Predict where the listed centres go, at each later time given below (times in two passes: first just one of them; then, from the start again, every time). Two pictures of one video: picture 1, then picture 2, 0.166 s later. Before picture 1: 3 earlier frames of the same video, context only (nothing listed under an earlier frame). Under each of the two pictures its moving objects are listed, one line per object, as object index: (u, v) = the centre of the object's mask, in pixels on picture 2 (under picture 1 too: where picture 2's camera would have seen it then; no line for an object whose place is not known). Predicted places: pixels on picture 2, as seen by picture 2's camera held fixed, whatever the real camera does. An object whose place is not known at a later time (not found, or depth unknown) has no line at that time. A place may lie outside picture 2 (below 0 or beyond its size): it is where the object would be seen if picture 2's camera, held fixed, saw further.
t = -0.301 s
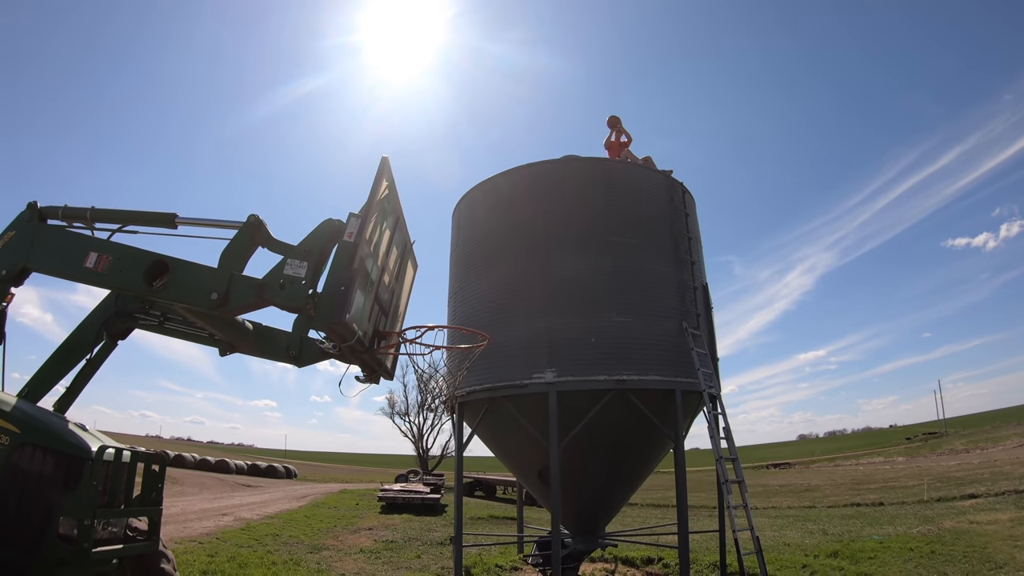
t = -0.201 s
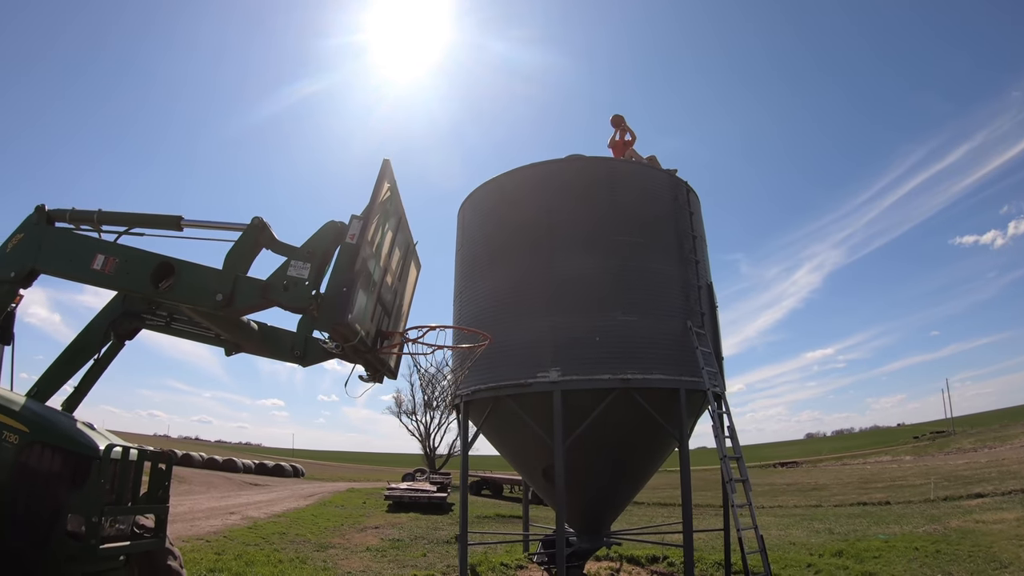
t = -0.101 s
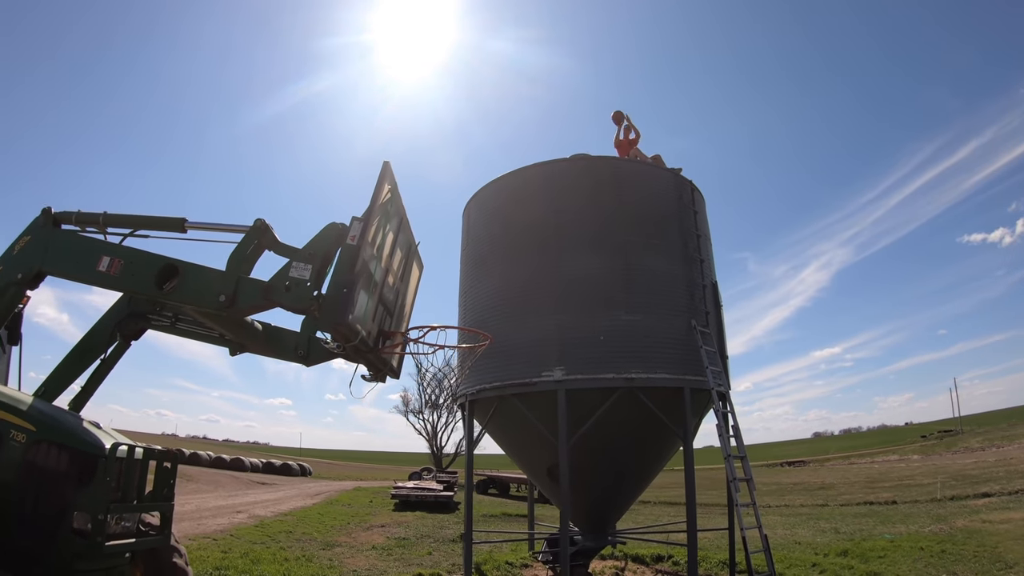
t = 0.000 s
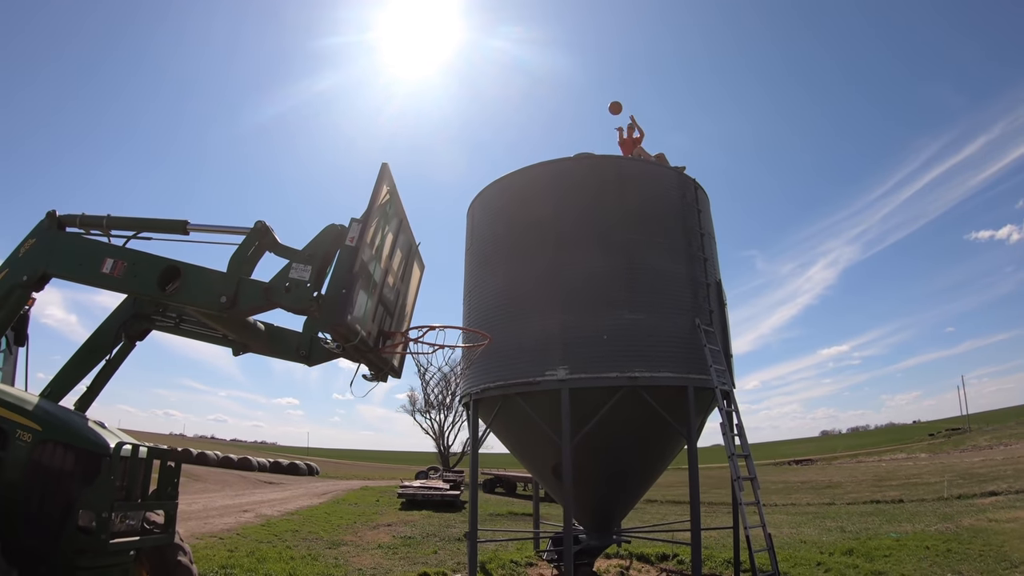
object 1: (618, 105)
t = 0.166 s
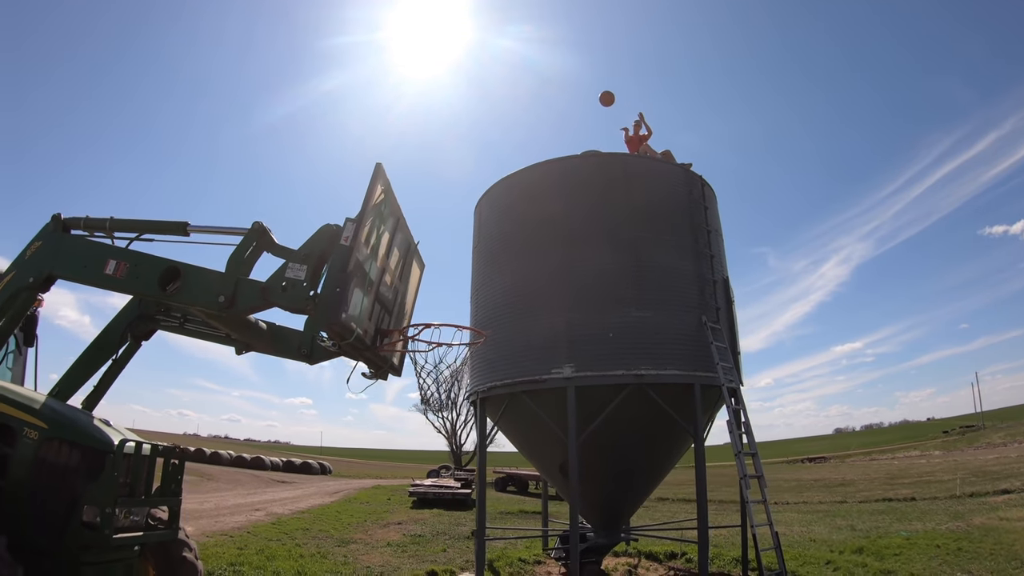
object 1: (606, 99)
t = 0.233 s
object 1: (601, 100)
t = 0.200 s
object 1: (604, 99)
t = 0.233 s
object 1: (601, 100)
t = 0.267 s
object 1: (598, 101)
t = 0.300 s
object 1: (595, 104)
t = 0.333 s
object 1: (591, 107)
